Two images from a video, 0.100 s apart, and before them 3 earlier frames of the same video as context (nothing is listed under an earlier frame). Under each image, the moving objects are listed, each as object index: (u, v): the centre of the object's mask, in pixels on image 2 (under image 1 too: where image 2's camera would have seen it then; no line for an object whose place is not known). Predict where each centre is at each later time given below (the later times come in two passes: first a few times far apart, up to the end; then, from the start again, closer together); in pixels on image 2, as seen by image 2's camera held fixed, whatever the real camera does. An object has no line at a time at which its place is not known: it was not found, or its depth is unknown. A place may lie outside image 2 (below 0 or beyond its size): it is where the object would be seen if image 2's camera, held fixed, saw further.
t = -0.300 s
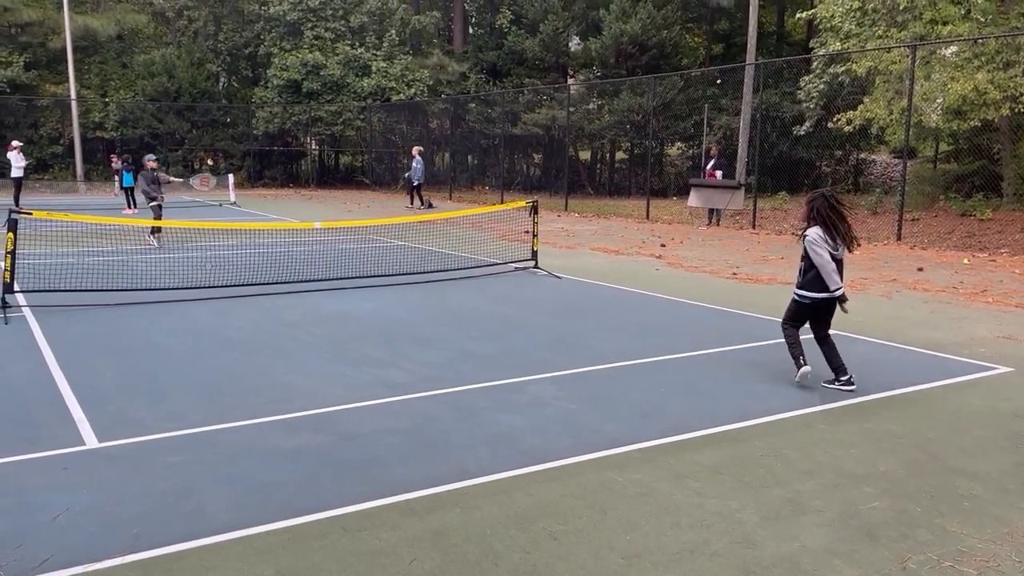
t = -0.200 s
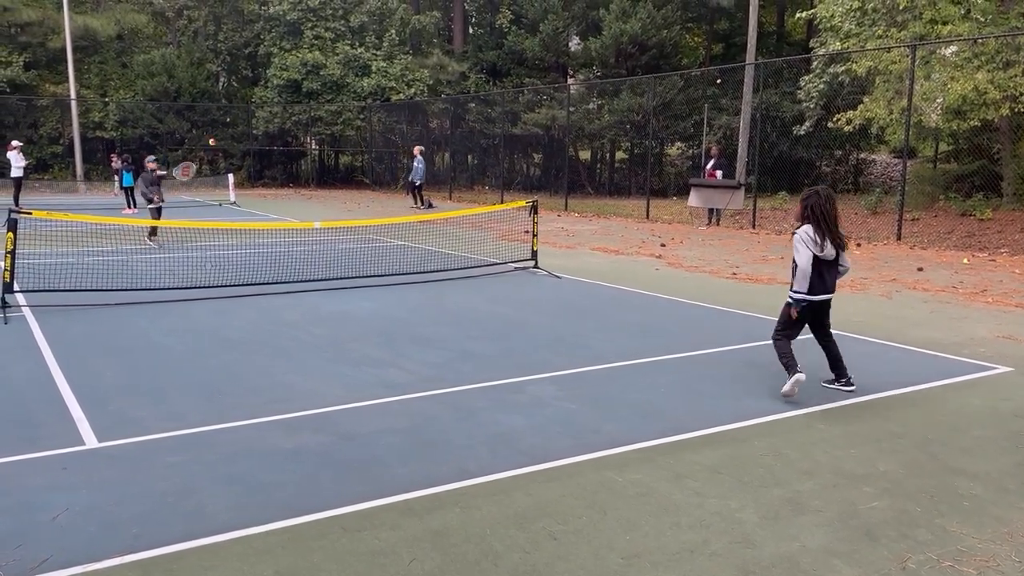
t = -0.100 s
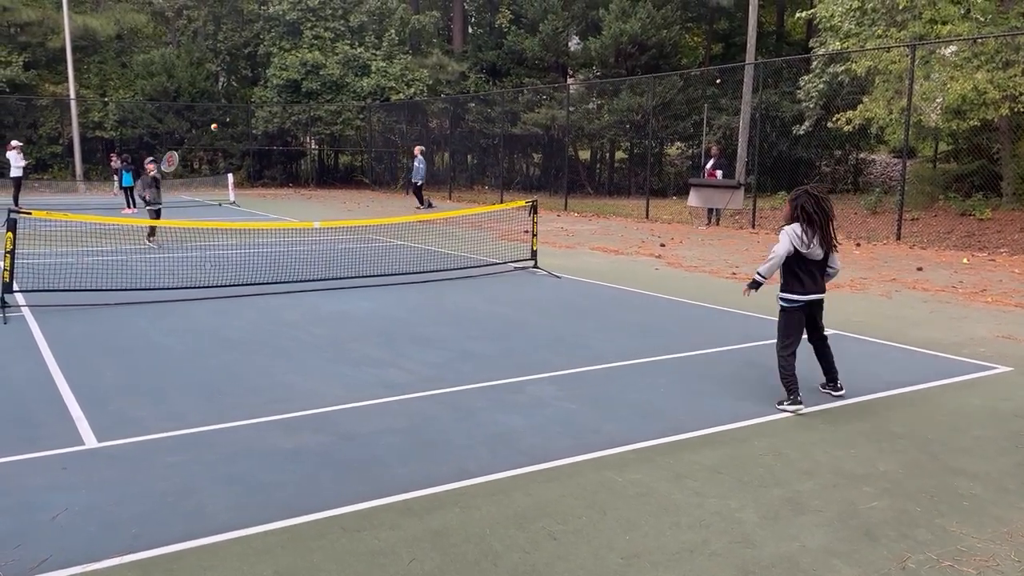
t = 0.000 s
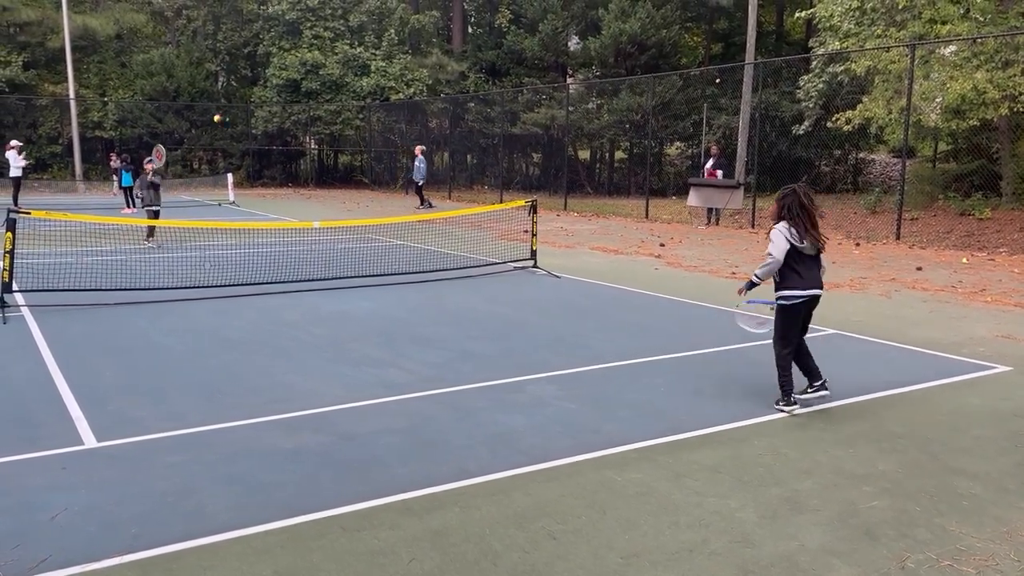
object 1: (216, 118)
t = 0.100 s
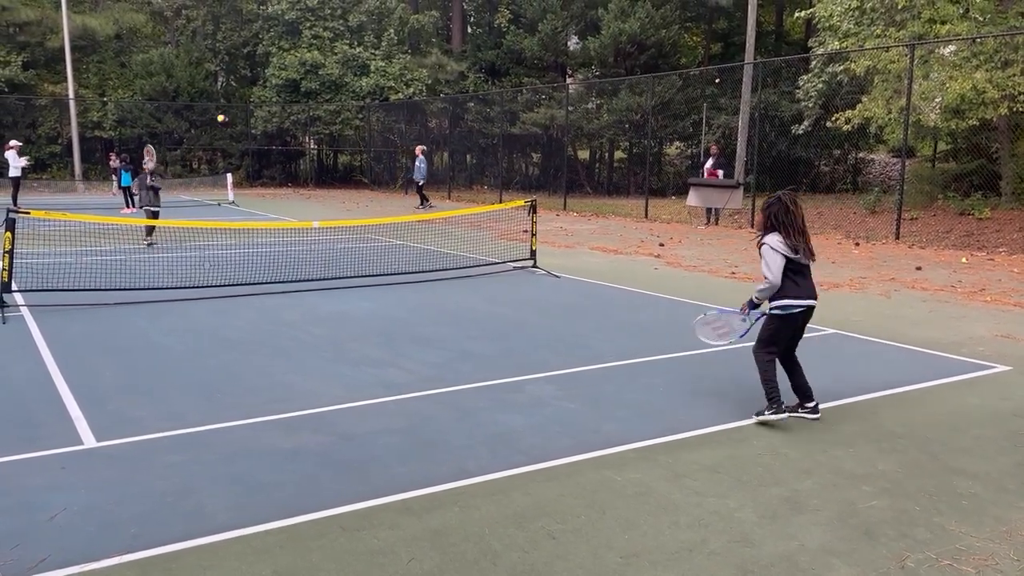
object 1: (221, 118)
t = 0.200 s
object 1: (226, 128)
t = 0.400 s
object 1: (243, 189)
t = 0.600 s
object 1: (269, 337)
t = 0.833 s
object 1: (298, 324)
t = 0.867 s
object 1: (302, 316)
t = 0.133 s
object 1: (223, 120)
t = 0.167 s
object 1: (225, 123)
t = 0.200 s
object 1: (226, 128)
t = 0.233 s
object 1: (229, 134)
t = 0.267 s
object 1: (232, 141)
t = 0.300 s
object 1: (234, 151)
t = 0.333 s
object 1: (237, 162)
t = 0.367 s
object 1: (240, 175)
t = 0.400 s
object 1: (243, 189)
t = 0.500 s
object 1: (255, 250)
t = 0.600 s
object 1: (269, 337)
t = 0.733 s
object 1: (286, 357)
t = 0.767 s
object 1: (290, 344)
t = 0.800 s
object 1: (294, 333)
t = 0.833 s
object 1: (298, 324)
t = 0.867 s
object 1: (302, 316)
